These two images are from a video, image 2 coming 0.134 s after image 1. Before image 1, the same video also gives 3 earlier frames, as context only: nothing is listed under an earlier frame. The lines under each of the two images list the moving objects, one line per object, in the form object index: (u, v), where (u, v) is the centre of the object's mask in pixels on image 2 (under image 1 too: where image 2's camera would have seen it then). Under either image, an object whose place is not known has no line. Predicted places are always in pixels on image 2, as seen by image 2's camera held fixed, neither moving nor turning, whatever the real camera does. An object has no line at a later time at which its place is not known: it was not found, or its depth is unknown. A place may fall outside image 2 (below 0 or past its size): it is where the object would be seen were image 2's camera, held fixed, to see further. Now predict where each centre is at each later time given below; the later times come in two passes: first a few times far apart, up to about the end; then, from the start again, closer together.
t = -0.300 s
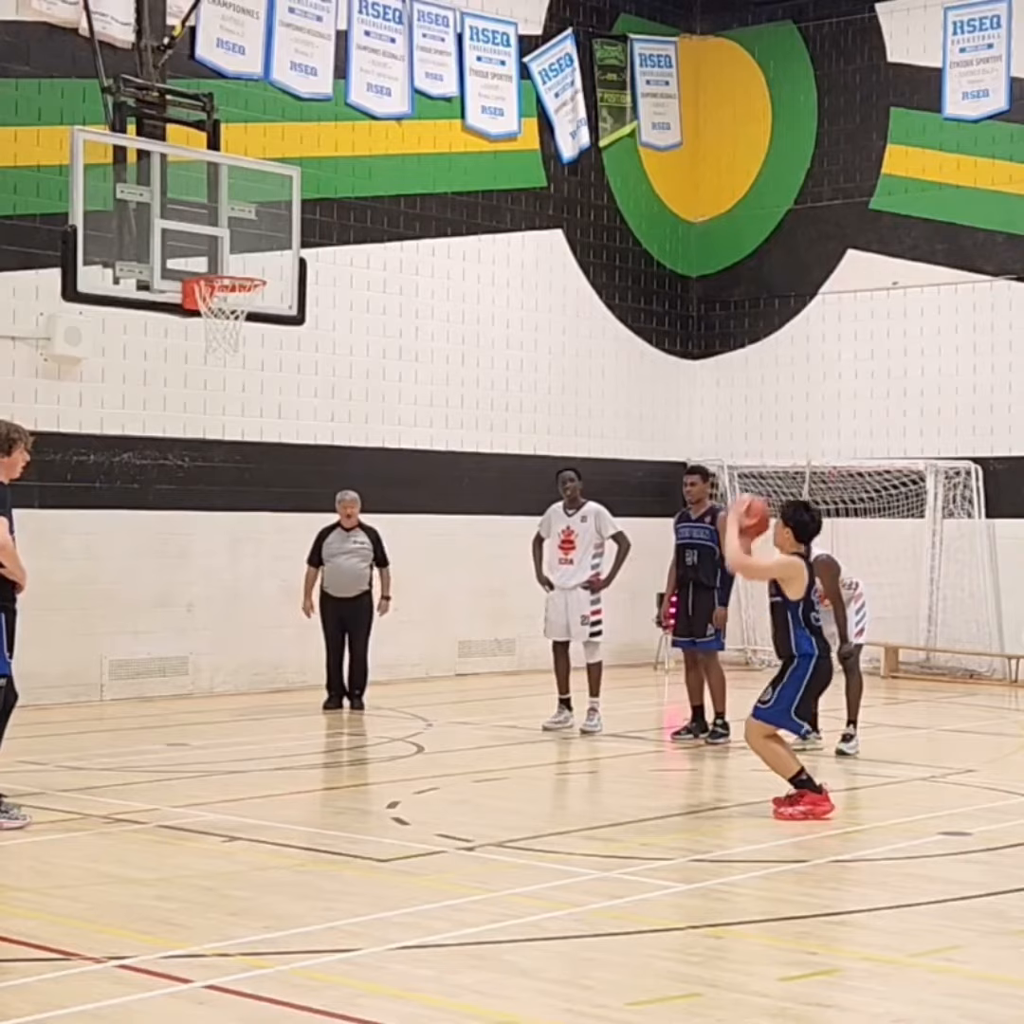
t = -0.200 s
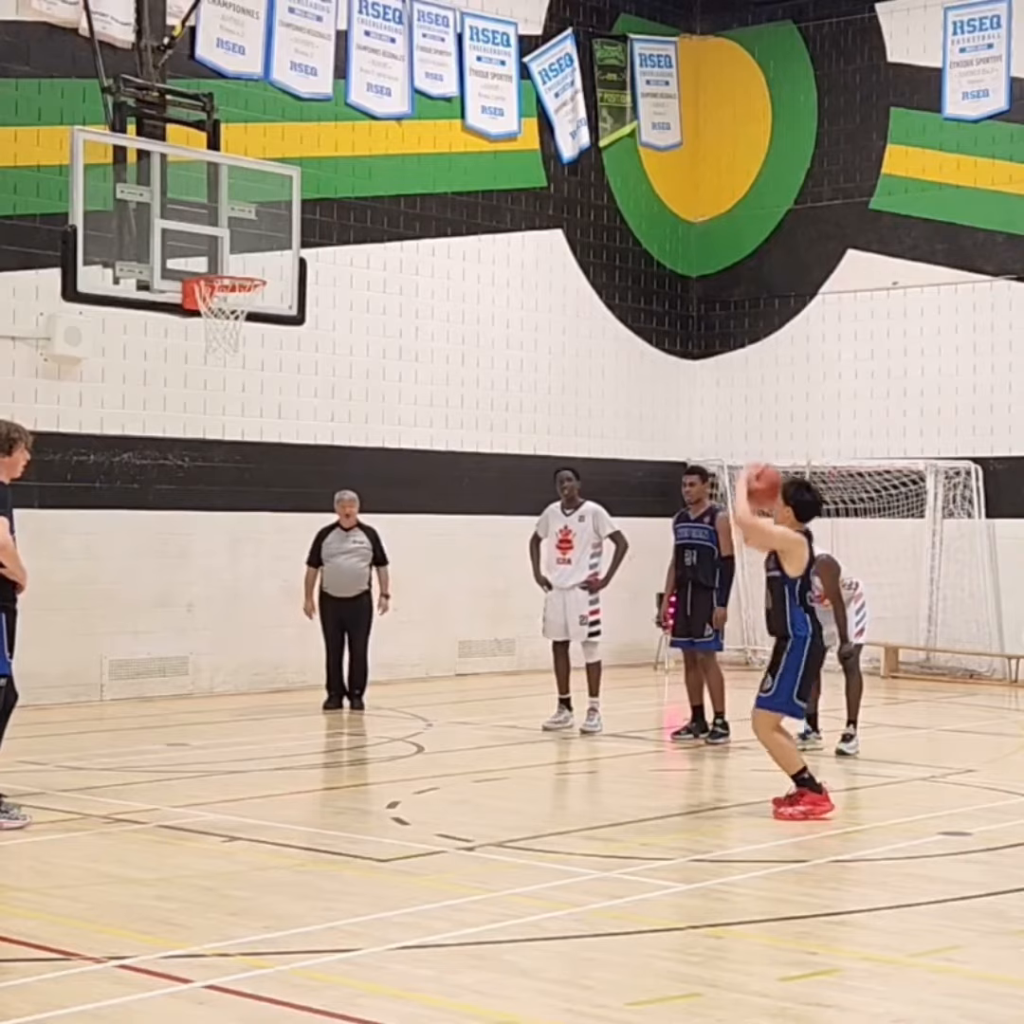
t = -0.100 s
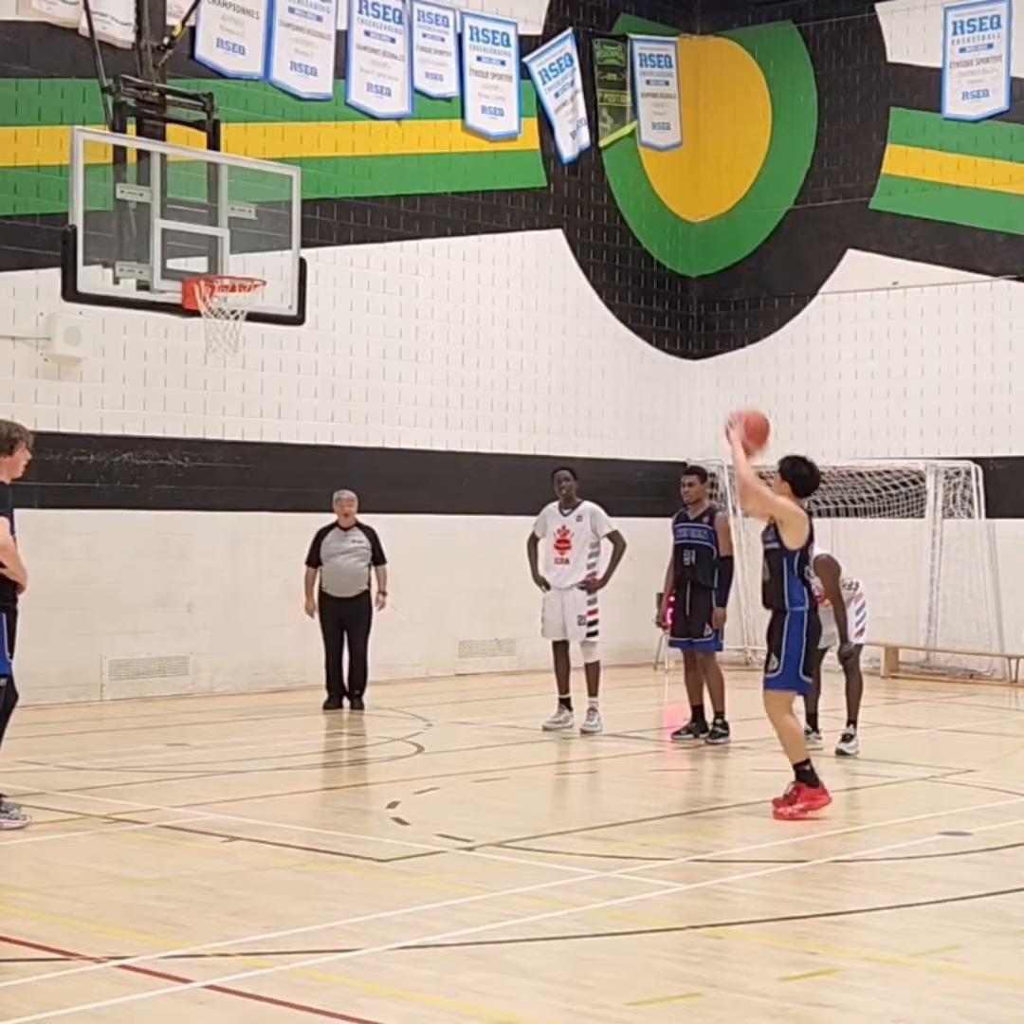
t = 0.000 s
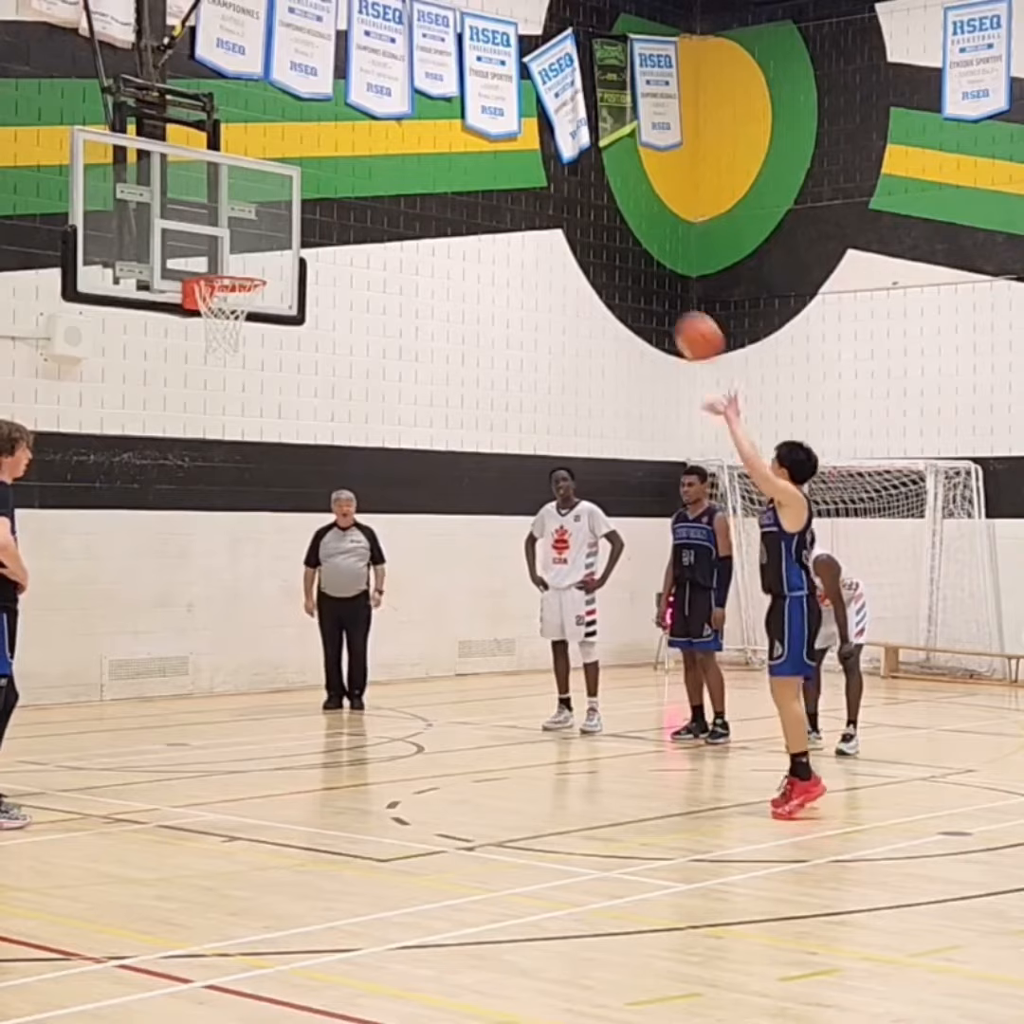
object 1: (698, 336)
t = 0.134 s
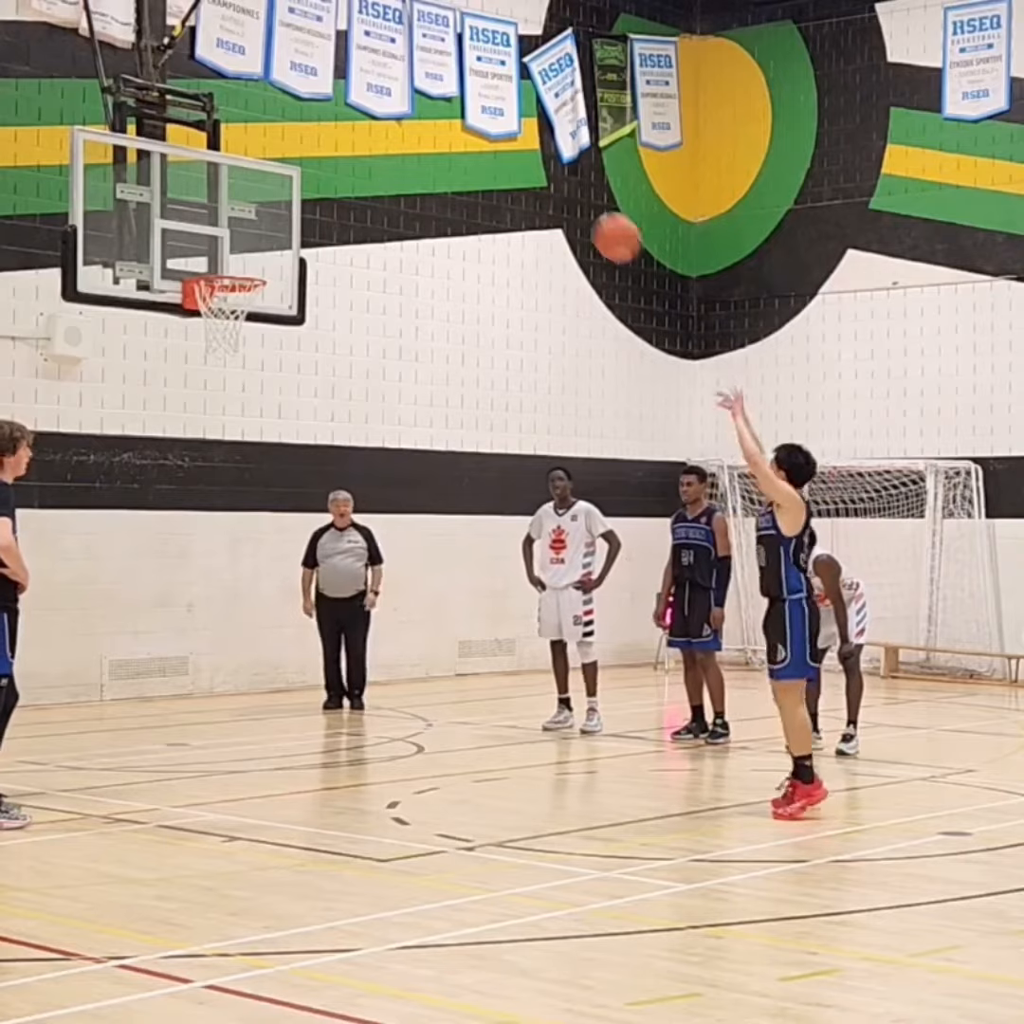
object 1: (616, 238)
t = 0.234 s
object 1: (560, 186)
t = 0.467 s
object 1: (436, 139)
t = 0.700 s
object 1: (327, 177)
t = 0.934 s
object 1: (231, 287)
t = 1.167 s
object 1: (216, 300)
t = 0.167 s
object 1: (597, 218)
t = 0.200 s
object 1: (579, 200)
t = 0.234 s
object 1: (560, 186)
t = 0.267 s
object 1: (542, 174)
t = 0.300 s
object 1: (523, 163)
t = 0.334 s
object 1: (506, 155)
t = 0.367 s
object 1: (488, 148)
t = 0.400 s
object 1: (470, 142)
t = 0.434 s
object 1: (453, 139)
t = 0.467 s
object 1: (436, 139)
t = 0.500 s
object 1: (419, 139)
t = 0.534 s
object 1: (403, 141)
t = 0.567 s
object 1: (388, 145)
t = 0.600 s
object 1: (372, 152)
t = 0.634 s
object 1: (356, 159)
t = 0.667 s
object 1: (341, 167)
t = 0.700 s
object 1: (327, 177)
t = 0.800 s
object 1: (282, 218)
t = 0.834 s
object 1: (270, 232)
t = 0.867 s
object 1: (256, 249)
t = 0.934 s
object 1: (231, 287)
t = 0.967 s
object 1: (224, 293)
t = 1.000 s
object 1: (211, 304)
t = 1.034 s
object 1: (206, 306)
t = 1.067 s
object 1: (208, 303)
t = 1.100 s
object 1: (210, 301)
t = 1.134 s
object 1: (212, 300)
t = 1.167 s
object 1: (216, 300)
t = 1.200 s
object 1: (218, 310)
